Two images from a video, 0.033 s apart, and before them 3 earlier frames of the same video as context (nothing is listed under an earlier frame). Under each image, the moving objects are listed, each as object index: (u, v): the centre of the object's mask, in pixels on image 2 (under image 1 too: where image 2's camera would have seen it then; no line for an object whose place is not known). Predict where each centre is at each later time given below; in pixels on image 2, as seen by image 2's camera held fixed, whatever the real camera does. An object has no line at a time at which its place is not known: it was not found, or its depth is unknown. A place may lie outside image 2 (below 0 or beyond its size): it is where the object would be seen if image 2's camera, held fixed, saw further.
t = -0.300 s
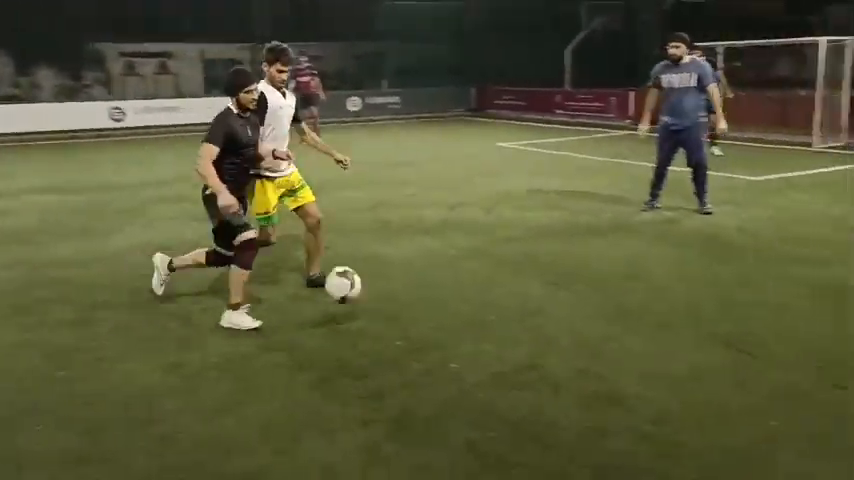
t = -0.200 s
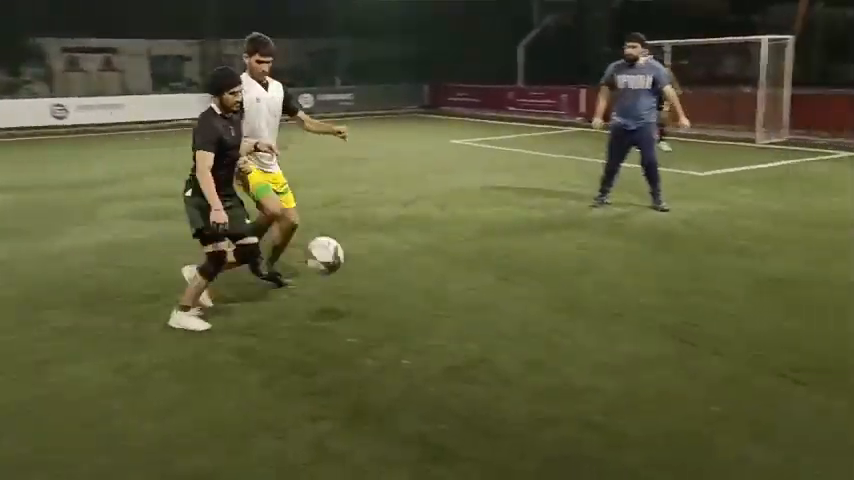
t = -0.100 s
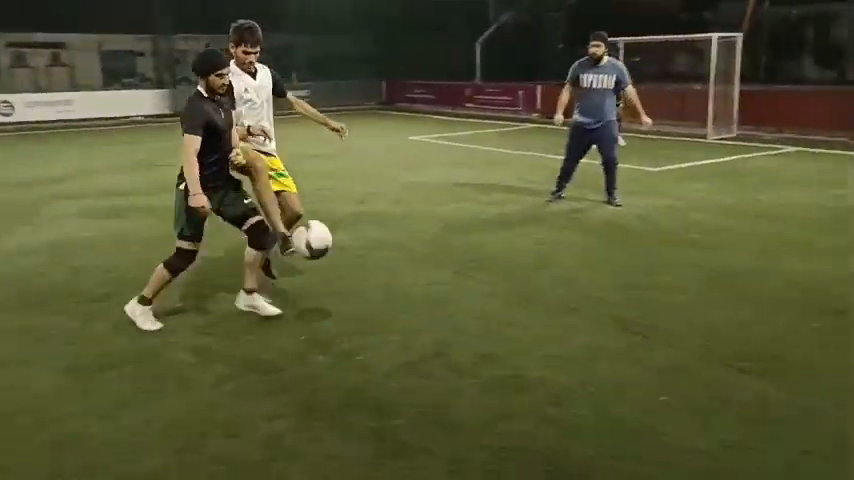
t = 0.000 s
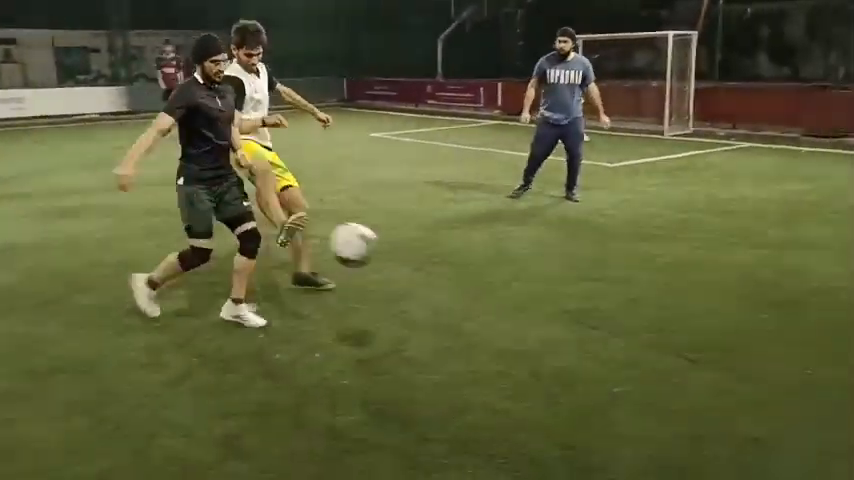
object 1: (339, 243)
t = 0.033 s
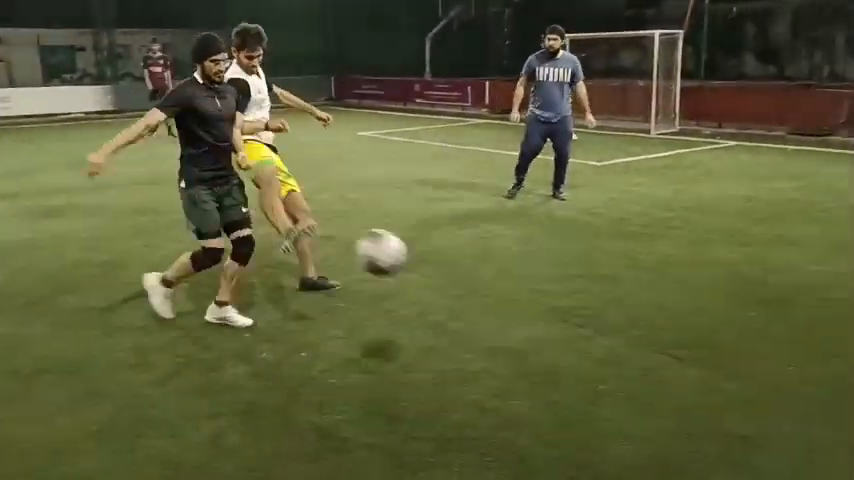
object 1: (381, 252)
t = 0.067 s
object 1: (425, 263)
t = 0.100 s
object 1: (476, 279)
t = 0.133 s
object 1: (530, 301)
